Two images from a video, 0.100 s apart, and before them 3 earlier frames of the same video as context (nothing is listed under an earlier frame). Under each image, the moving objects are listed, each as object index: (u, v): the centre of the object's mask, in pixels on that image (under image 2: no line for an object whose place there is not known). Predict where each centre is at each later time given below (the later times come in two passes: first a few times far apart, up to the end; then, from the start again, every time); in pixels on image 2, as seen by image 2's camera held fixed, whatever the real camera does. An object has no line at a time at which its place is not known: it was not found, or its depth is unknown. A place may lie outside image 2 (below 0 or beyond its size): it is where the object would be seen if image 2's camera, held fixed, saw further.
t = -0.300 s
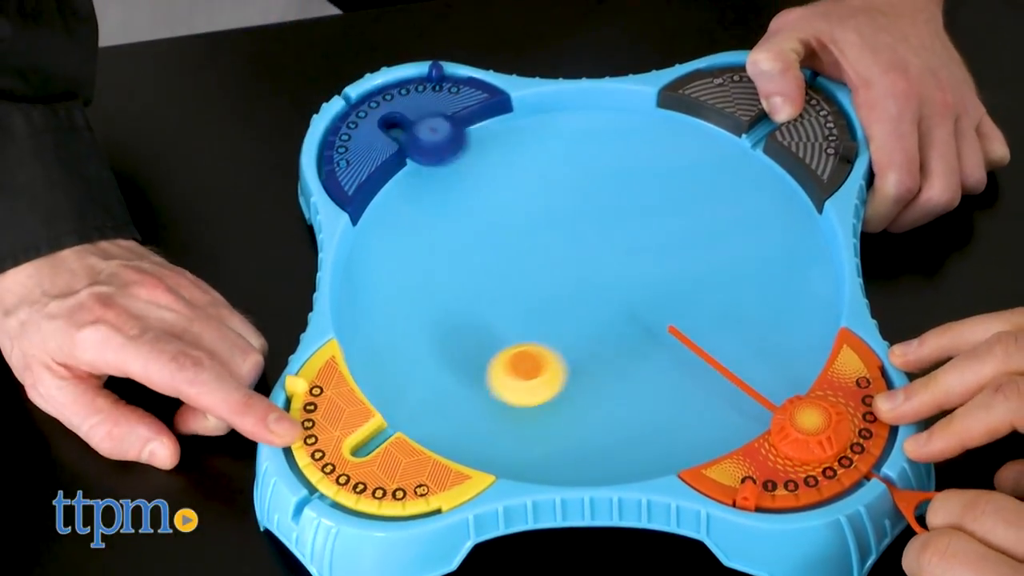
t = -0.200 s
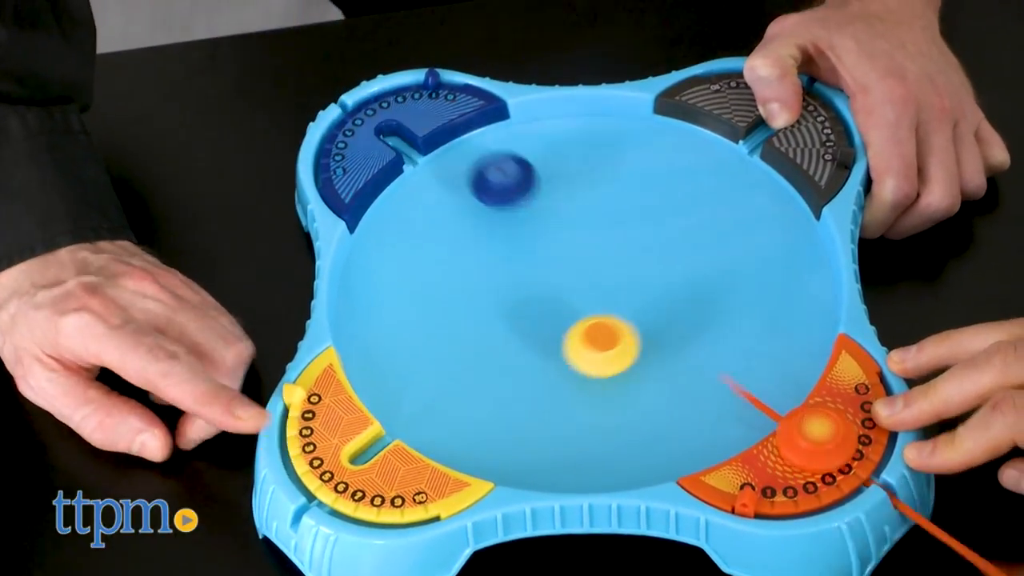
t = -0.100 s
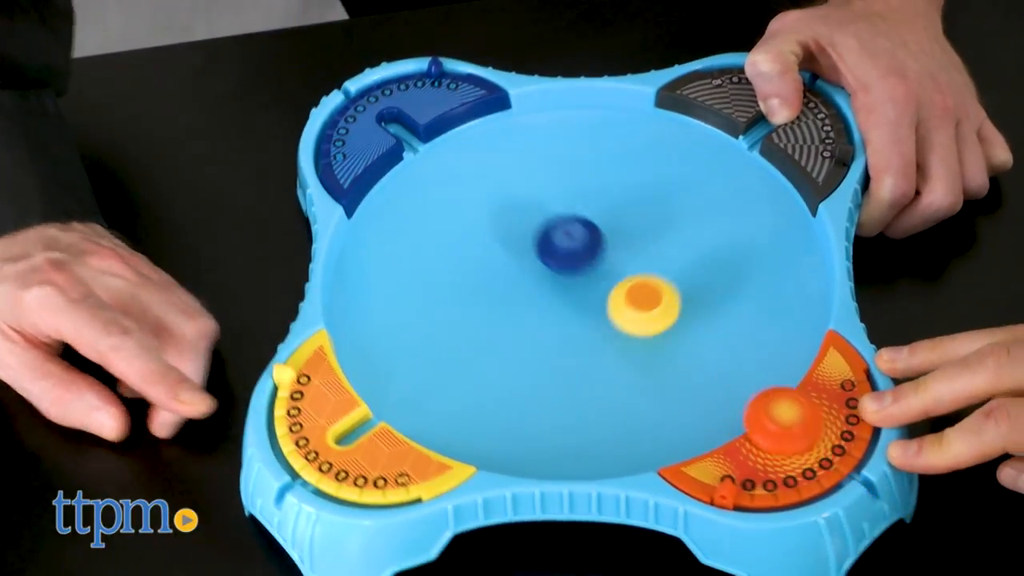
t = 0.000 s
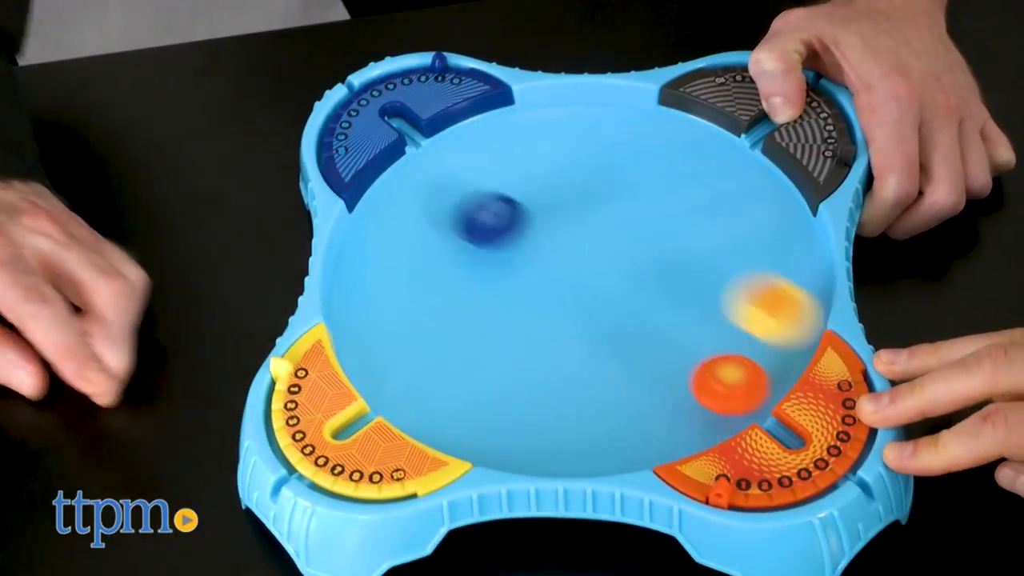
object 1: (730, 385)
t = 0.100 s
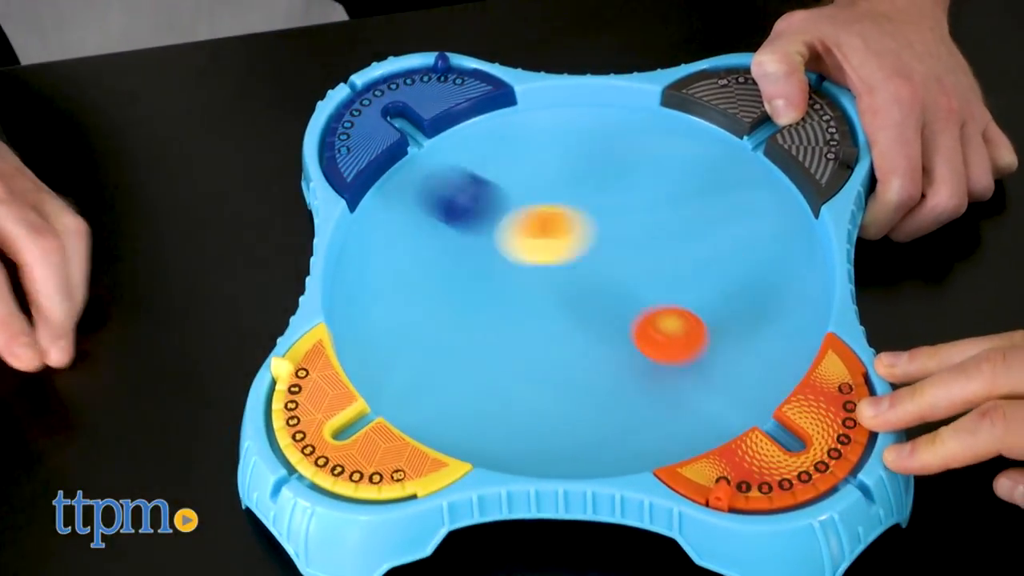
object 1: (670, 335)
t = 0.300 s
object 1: (578, 249)
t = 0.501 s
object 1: (518, 225)
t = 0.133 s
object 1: (650, 316)
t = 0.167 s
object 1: (632, 298)
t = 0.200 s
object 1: (616, 282)
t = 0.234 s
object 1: (602, 269)
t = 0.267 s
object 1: (589, 257)
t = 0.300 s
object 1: (578, 249)
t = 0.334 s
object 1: (567, 242)
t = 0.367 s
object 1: (557, 238)
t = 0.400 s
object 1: (546, 234)
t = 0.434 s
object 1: (536, 231)
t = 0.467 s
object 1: (526, 228)
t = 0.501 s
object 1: (518, 225)
